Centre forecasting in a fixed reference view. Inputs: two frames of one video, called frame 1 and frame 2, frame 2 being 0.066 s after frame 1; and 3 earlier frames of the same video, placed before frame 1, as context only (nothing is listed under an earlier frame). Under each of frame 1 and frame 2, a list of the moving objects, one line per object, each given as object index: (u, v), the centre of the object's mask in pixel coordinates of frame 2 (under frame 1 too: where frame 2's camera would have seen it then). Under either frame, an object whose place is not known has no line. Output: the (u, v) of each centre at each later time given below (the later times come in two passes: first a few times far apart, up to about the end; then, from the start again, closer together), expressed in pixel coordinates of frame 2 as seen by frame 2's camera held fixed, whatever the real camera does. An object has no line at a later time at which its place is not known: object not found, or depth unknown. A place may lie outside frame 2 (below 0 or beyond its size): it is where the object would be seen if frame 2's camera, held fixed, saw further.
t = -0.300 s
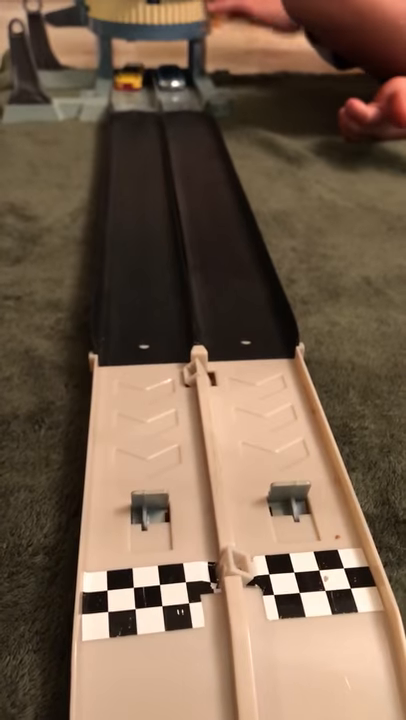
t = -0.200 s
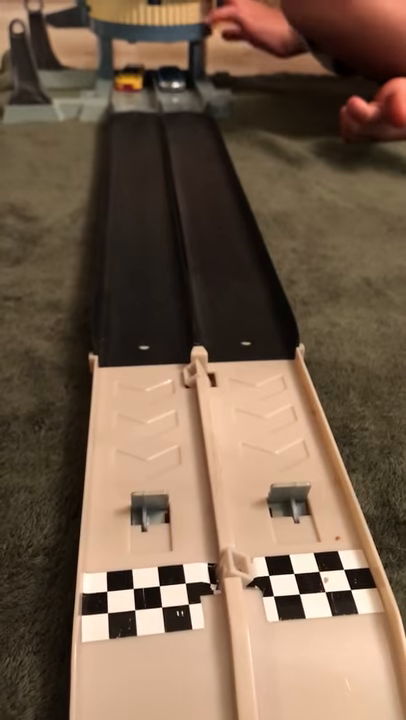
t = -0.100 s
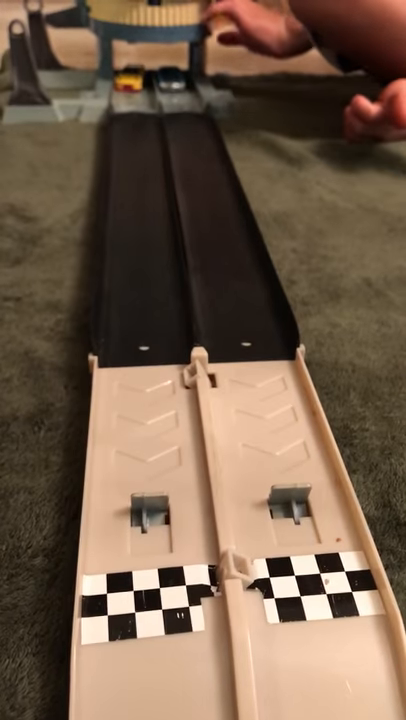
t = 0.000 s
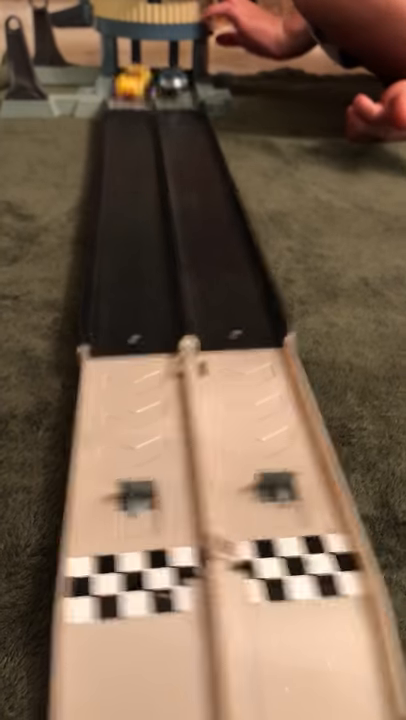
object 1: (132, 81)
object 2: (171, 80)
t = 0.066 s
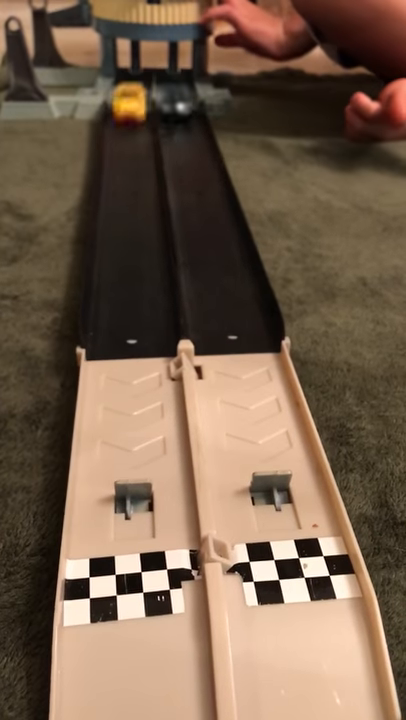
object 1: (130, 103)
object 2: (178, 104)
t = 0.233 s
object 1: (134, 175)
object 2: (188, 175)
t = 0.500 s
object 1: (131, 350)
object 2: (249, 403)
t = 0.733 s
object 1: (149, 481)
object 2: (315, 683)
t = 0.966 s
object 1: (152, 565)
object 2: (314, 687)
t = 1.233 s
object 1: (152, 575)
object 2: (314, 687)
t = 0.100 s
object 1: (126, 113)
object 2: (179, 118)
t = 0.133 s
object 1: (126, 127)
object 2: (181, 129)
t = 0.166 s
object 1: (132, 143)
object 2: (183, 144)
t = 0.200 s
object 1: (134, 158)
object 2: (186, 160)
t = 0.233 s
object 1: (134, 175)
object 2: (188, 175)
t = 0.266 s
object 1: (133, 193)
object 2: (192, 193)
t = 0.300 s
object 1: (133, 212)
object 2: (197, 214)
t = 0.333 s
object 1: (134, 235)
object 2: (204, 237)
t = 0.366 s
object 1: (135, 260)
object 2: (210, 262)
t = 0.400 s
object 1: (137, 288)
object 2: (217, 291)
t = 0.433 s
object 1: (133, 315)
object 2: (227, 322)
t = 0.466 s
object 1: (132, 332)
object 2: (237, 358)
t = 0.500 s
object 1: (131, 350)
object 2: (249, 403)
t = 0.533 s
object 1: (132, 366)
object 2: (262, 456)
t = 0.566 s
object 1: (136, 386)
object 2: (278, 514)
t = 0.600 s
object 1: (139, 405)
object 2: (300, 599)
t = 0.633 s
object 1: (142, 425)
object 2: (308, 628)
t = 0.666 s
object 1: (145, 443)
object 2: (316, 666)
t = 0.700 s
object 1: (149, 456)
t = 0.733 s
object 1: (149, 481)
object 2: (315, 683)
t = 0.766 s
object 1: (149, 496)
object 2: (313, 675)
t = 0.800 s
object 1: (149, 511)
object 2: (312, 674)
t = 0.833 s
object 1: (150, 525)
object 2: (313, 678)
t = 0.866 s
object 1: (151, 538)
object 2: (314, 684)
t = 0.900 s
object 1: (152, 548)
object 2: (314, 686)
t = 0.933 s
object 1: (152, 558)
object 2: (314, 687)
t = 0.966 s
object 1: (152, 565)
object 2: (314, 687)
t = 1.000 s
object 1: (152, 572)
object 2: (314, 687)
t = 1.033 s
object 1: (152, 575)
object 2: (314, 687)
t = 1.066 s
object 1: (152, 575)
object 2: (314, 687)
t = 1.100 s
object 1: (152, 575)
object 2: (314, 687)
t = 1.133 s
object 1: (152, 575)
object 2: (314, 687)
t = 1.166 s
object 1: (152, 575)
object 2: (314, 687)
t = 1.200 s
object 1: (152, 575)
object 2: (314, 687)
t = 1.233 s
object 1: (152, 575)
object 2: (314, 687)
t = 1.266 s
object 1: (153, 575)
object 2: (314, 688)
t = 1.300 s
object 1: (153, 575)
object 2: (315, 689)
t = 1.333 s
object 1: (153, 575)
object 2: (316, 690)
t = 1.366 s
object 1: (152, 576)
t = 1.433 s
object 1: (151, 577)
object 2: (317, 694)
